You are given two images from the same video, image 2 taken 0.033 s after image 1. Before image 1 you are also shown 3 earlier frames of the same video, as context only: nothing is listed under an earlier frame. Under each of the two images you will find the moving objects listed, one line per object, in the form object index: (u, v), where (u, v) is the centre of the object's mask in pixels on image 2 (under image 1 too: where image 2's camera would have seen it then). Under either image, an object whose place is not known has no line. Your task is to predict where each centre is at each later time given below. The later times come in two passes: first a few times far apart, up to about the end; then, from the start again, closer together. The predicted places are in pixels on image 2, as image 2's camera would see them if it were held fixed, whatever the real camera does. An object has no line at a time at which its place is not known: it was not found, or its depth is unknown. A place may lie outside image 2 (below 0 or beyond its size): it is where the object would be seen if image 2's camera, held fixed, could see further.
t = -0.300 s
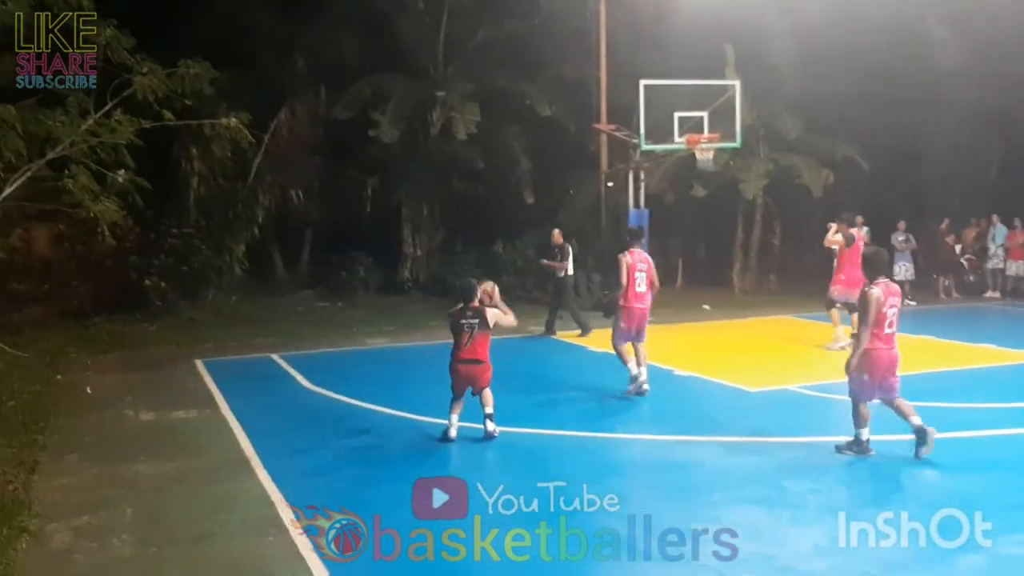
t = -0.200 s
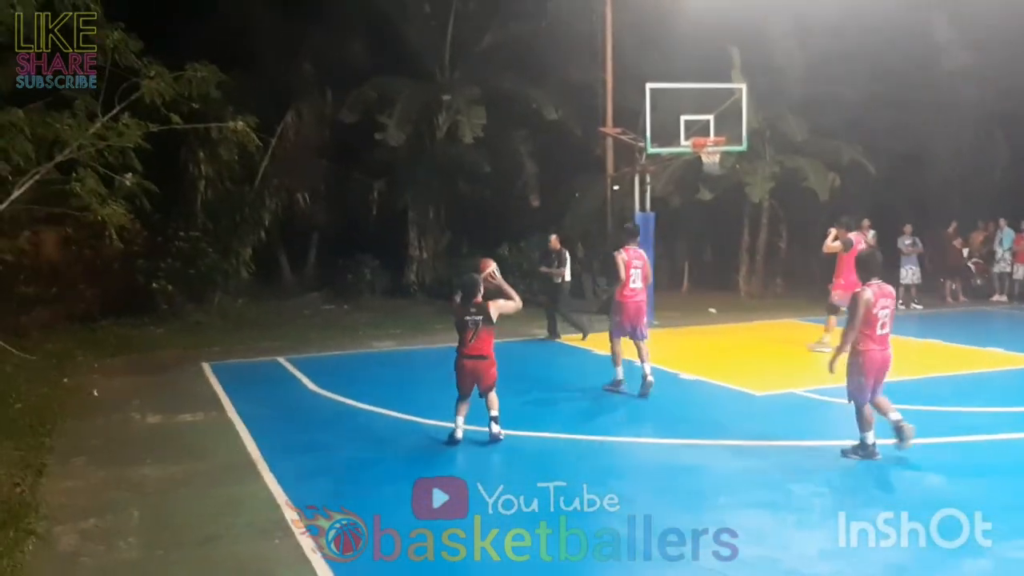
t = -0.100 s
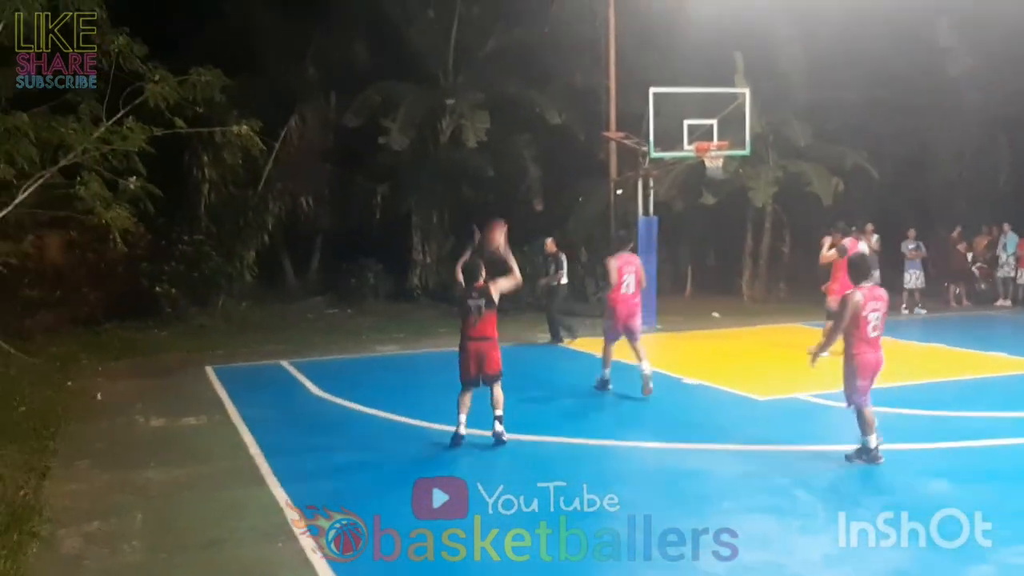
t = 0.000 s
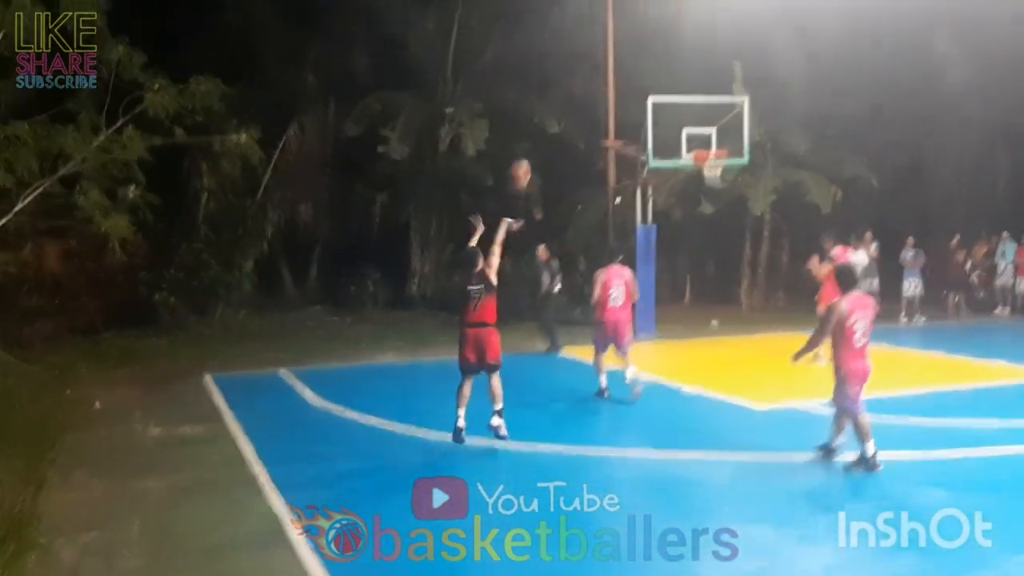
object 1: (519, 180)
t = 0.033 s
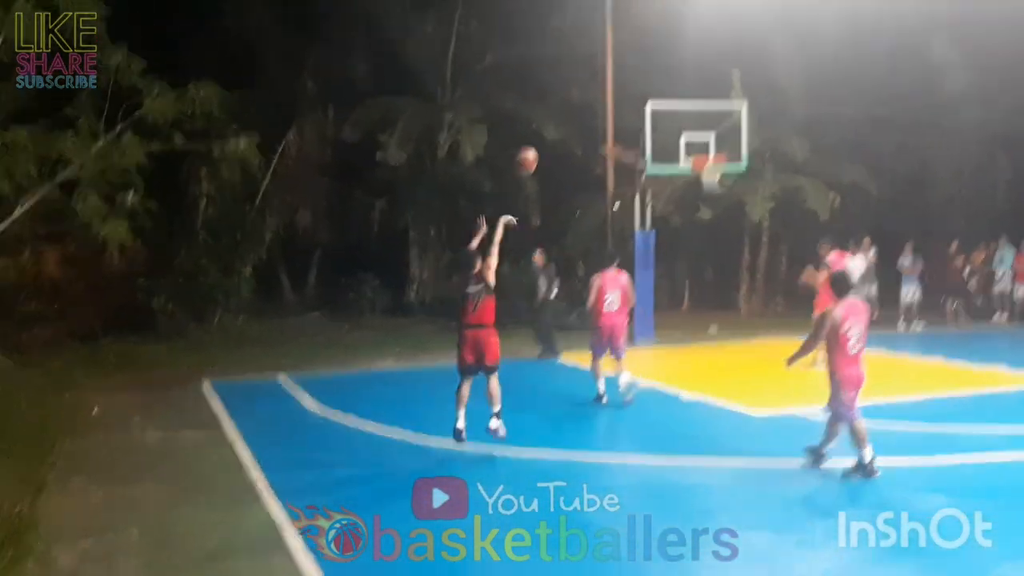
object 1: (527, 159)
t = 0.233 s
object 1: (574, 75)
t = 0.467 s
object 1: (616, 34)
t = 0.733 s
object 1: (653, 49)
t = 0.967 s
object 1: (678, 93)
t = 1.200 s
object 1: (696, 146)
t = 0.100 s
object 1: (545, 125)
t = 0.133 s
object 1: (553, 108)
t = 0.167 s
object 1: (560, 96)
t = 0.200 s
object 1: (567, 85)
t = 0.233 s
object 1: (574, 75)
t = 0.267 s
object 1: (581, 65)
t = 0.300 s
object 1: (587, 56)
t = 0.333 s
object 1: (593, 50)
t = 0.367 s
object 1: (599, 45)
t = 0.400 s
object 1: (606, 39)
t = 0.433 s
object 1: (611, 36)
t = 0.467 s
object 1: (616, 34)
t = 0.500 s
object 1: (621, 33)
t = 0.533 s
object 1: (627, 33)
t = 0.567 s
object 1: (632, 34)
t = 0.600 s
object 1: (636, 35)
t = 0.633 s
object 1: (640, 38)
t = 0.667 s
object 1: (645, 40)
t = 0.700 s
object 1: (649, 44)
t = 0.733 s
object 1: (653, 49)
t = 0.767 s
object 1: (657, 53)
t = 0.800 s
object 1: (660, 58)
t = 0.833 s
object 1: (664, 64)
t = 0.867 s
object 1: (667, 71)
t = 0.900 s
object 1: (671, 78)
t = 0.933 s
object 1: (675, 86)
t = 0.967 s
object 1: (678, 93)
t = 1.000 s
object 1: (681, 104)
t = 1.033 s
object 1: (685, 114)
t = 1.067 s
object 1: (687, 122)
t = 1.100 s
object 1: (690, 133)
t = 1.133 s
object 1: (694, 146)
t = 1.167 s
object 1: (695, 150)
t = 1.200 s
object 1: (696, 146)
